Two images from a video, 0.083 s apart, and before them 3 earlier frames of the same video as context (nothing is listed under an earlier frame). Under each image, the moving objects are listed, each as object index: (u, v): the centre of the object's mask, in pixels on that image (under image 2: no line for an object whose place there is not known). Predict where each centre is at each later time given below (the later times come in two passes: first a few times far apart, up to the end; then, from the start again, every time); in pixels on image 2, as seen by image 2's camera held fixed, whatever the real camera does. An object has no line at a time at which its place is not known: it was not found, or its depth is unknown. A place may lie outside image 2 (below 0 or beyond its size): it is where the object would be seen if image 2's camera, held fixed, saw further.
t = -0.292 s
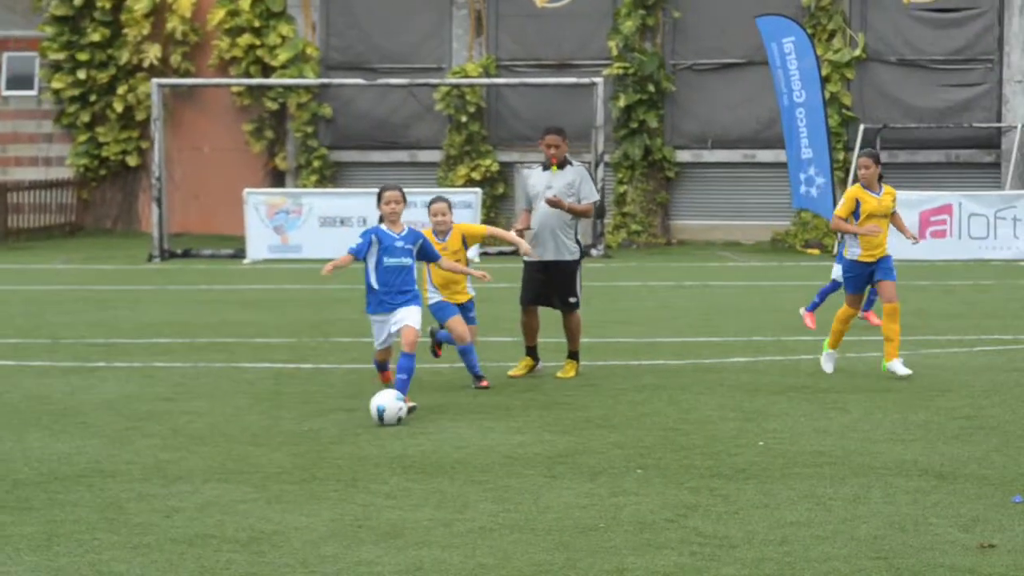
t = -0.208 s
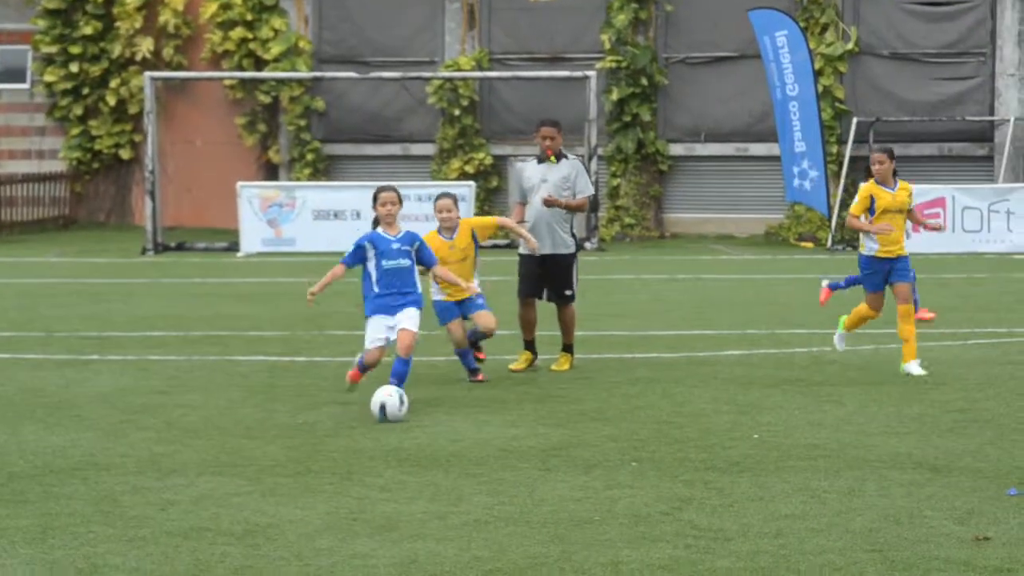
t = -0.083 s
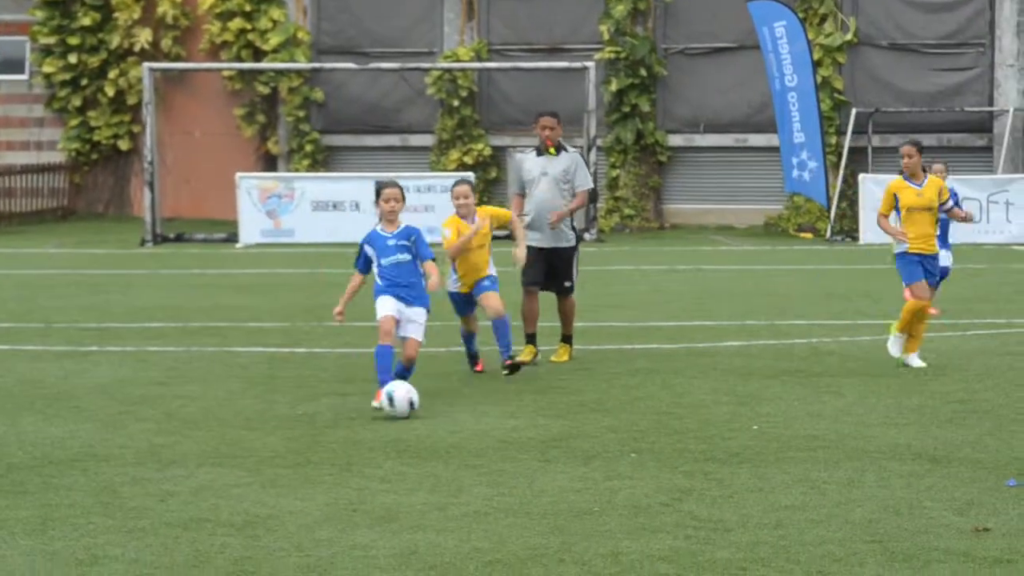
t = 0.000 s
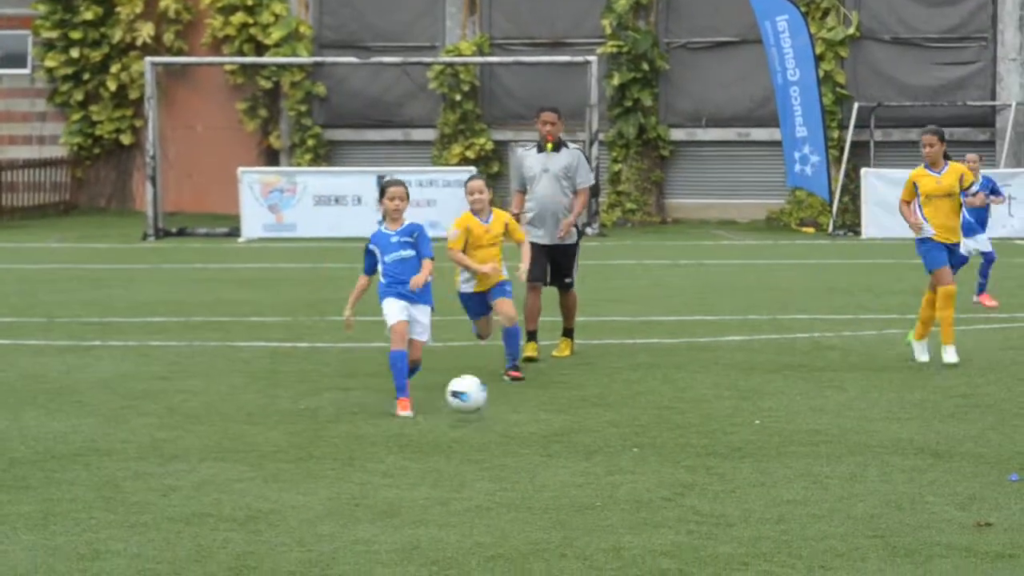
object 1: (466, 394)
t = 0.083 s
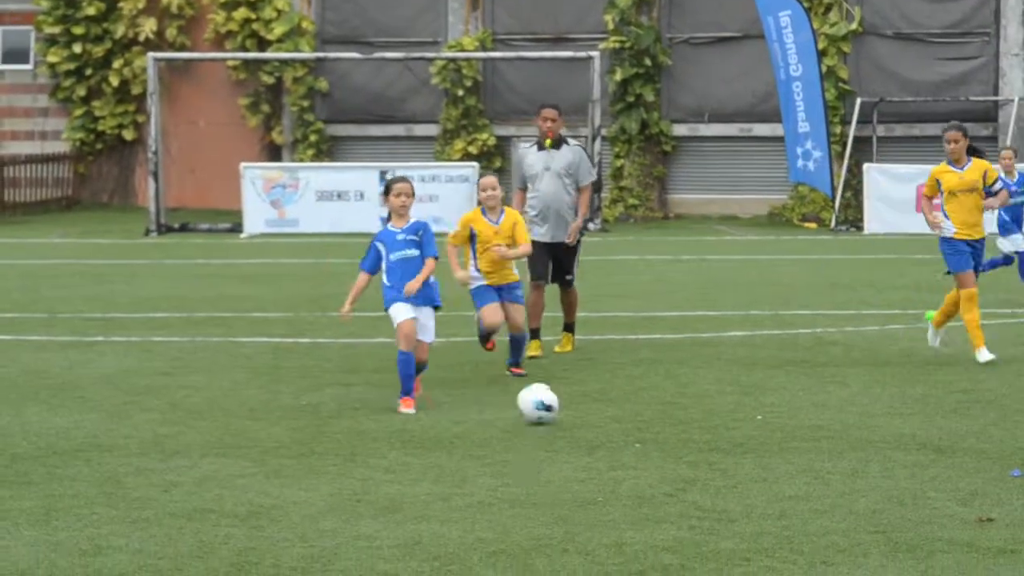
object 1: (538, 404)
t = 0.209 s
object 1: (636, 410)
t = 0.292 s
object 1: (703, 426)
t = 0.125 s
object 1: (571, 409)
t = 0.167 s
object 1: (604, 408)
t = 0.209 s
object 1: (636, 410)
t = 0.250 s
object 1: (669, 417)
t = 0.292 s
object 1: (703, 426)
